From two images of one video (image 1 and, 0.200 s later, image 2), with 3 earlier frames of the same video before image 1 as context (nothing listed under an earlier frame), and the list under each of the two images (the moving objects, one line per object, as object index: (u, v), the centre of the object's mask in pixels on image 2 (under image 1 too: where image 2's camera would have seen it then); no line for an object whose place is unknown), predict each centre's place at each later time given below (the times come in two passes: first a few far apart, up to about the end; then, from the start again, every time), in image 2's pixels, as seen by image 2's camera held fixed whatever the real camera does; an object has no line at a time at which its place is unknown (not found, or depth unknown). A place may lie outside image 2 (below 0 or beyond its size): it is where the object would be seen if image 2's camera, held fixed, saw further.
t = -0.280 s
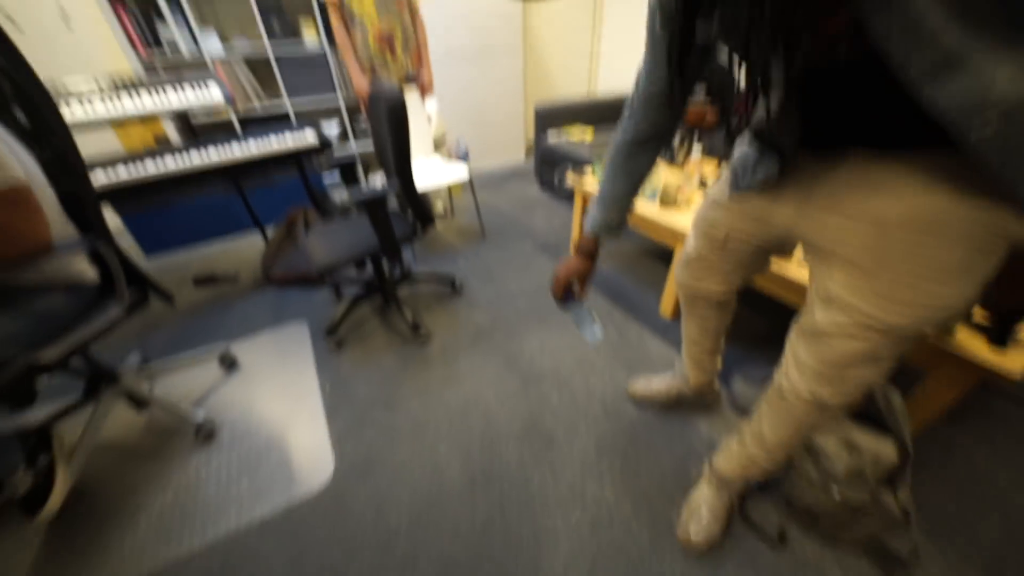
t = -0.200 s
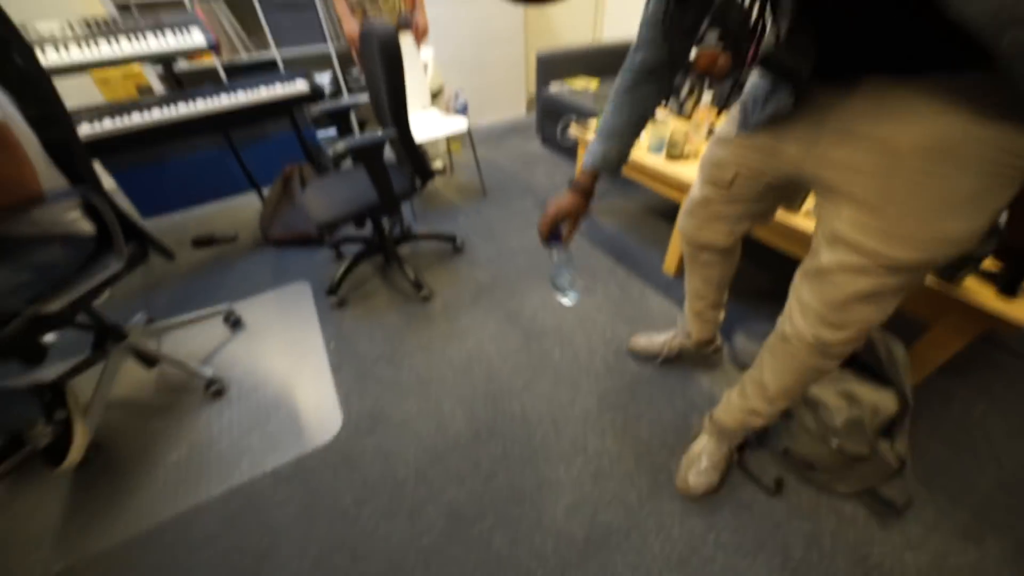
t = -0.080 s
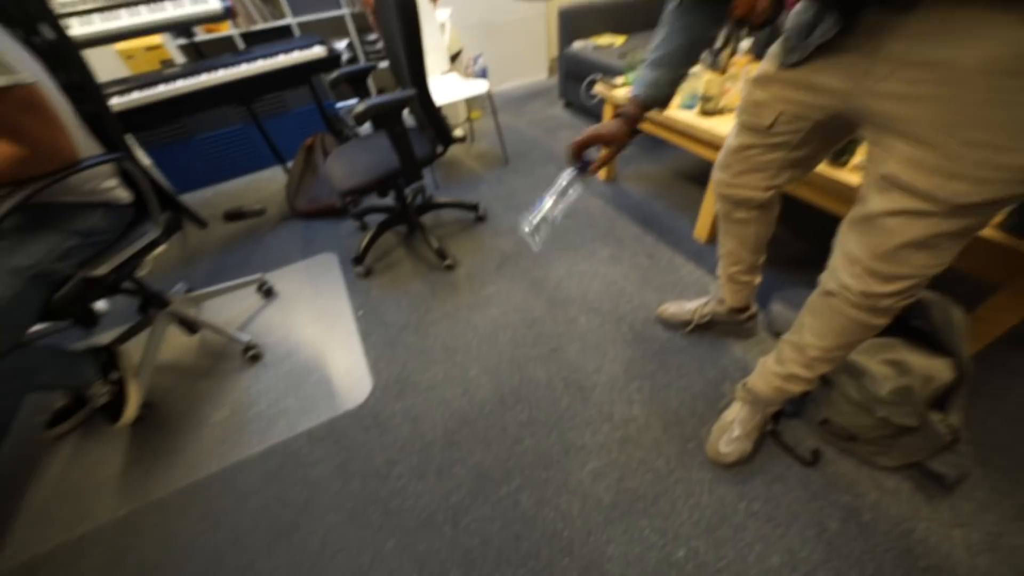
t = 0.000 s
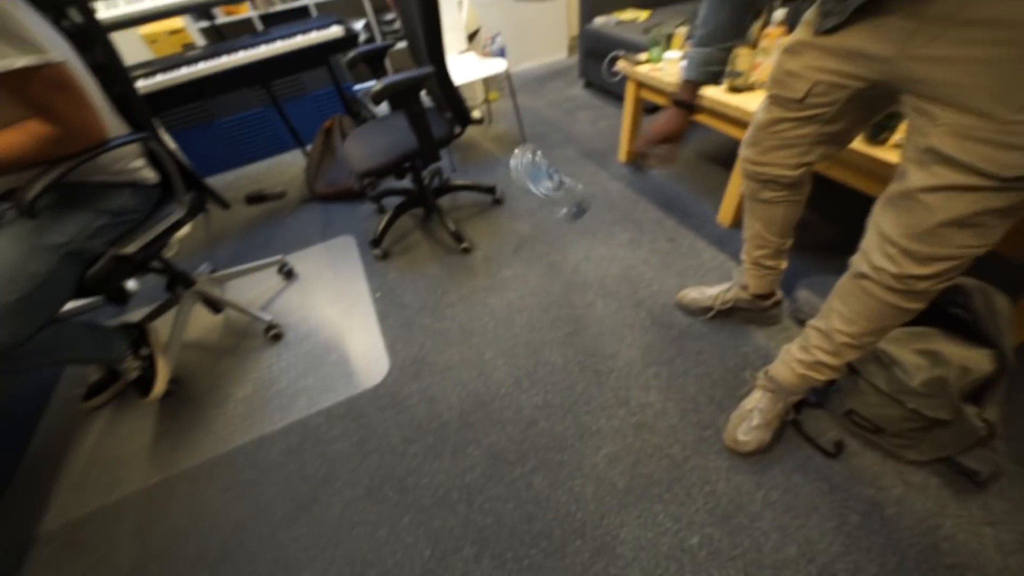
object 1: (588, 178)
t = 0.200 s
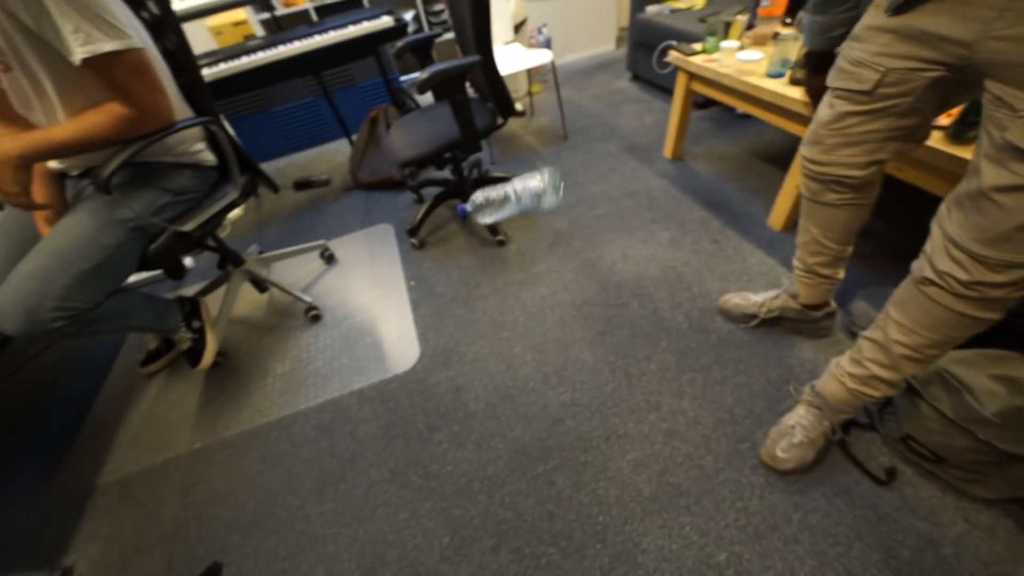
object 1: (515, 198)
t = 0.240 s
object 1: (508, 221)
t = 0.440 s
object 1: (499, 338)
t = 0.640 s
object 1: (494, 345)
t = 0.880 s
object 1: (494, 346)
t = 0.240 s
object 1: (508, 221)
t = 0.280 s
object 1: (503, 246)
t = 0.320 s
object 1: (502, 274)
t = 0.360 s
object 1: (503, 301)
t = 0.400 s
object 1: (505, 330)
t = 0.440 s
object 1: (499, 338)
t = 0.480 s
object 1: (497, 338)
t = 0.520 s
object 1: (496, 341)
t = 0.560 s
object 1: (496, 345)
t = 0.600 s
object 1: (495, 345)
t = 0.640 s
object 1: (494, 345)
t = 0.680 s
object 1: (495, 345)
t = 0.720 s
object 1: (494, 345)
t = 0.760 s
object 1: (494, 345)
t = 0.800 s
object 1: (494, 346)
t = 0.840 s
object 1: (494, 346)
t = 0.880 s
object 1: (494, 346)
